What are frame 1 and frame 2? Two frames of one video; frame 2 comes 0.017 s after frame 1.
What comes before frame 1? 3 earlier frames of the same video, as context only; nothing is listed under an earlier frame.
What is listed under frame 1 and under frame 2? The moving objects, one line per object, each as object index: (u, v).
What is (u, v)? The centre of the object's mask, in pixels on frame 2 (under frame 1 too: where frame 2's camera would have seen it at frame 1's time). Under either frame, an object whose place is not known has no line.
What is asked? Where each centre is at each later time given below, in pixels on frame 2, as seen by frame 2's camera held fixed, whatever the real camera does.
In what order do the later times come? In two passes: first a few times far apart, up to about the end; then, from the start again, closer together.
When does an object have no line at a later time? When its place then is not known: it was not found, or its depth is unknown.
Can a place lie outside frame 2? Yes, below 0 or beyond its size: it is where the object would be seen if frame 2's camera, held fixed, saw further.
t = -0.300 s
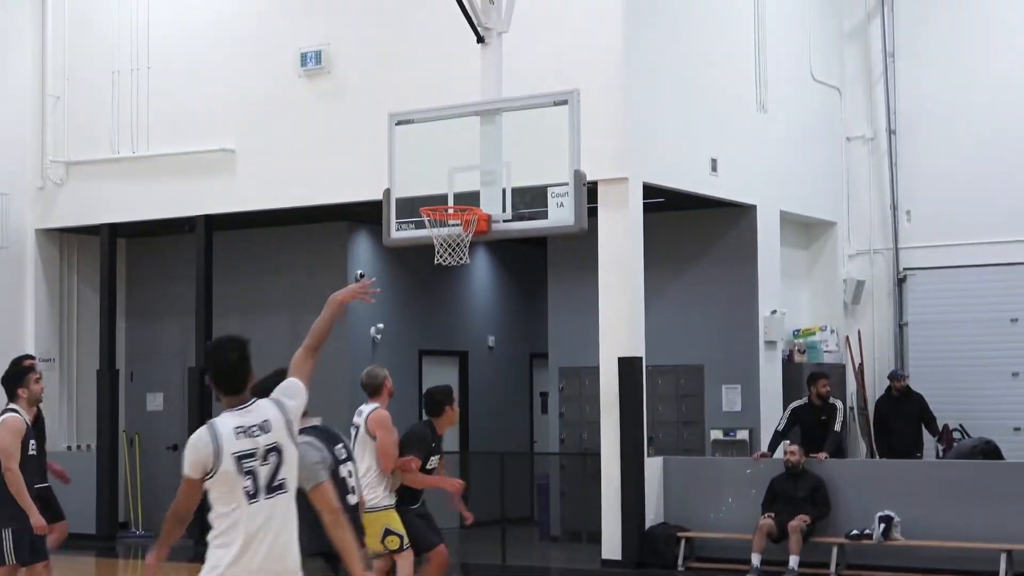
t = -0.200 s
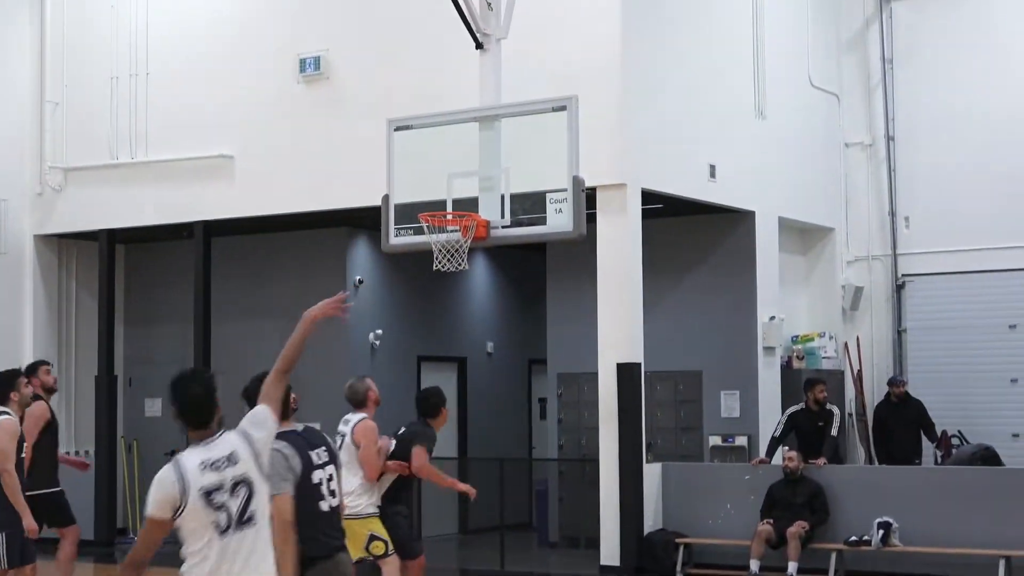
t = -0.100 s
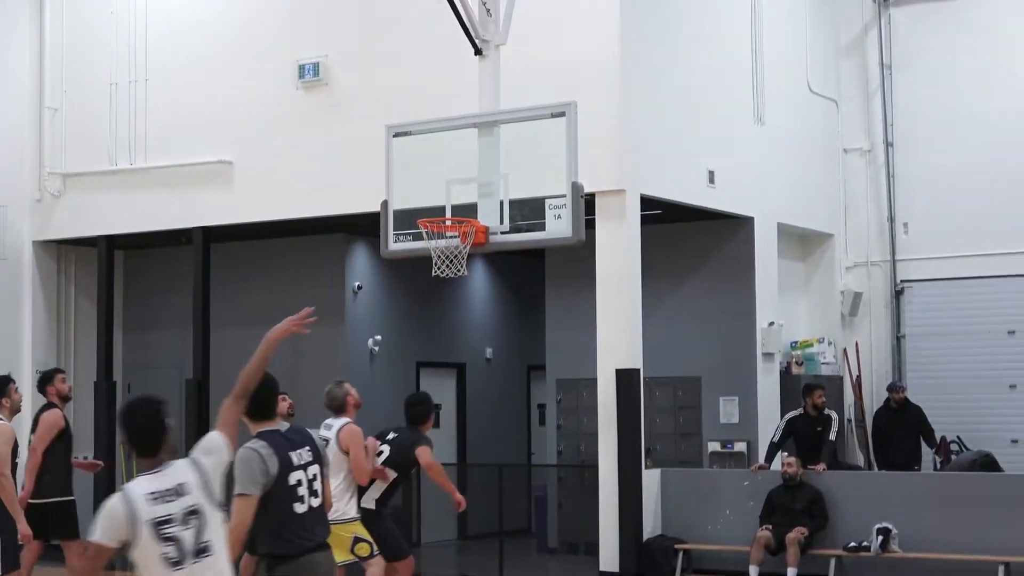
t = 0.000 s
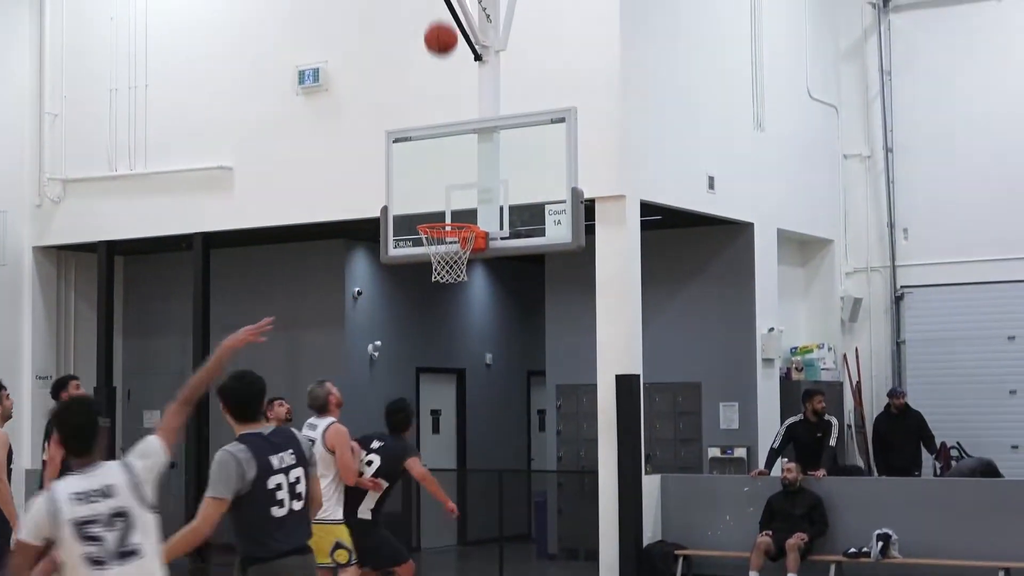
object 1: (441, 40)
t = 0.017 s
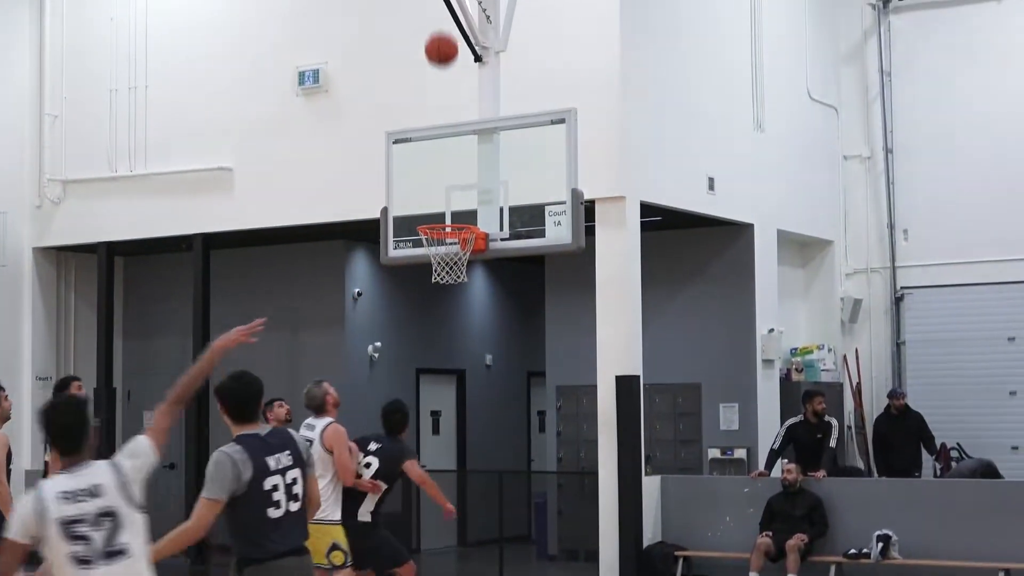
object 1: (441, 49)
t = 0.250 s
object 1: (448, 209)
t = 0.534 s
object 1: (452, 322)
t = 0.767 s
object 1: (456, 448)
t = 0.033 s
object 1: (442, 59)
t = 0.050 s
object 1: (442, 69)
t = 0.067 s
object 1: (443, 80)
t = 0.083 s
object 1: (443, 91)
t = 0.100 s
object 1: (444, 101)
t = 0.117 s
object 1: (444, 113)
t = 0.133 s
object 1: (445, 124)
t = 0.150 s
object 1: (445, 135)
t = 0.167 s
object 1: (446, 149)
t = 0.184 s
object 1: (446, 160)
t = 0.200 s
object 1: (447, 172)
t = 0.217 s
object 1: (447, 185)
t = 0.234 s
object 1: (447, 196)
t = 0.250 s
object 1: (448, 209)
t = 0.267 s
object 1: (449, 216)
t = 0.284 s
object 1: (447, 239)
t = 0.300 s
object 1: (449, 242)
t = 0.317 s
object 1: (450, 262)
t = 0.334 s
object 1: (450, 263)
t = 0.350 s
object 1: (451, 266)
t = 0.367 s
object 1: (450, 269)
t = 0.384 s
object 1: (451, 274)
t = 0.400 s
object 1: (450, 276)
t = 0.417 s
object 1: (451, 281)
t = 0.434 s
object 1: (451, 286)
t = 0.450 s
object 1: (450, 291)
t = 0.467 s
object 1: (451, 297)
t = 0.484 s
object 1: (451, 302)
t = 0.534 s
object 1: (452, 322)
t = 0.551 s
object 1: (452, 329)
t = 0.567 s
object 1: (453, 337)
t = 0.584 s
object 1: (453, 343)
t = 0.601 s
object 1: (454, 351)
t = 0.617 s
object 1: (453, 360)
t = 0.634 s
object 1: (454, 369)
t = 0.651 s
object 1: (454, 377)
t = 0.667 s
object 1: (455, 386)
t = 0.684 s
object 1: (455, 396)
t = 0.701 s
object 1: (456, 407)
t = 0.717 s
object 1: (456, 417)
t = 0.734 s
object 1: (456, 427)
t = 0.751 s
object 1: (456, 438)
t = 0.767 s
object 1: (456, 448)
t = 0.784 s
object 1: (456, 459)
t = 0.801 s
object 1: (457, 471)
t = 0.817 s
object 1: (457, 483)
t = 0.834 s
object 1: (457, 494)
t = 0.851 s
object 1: (457, 506)
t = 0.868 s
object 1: (457, 519)
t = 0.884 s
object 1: (458, 531)
